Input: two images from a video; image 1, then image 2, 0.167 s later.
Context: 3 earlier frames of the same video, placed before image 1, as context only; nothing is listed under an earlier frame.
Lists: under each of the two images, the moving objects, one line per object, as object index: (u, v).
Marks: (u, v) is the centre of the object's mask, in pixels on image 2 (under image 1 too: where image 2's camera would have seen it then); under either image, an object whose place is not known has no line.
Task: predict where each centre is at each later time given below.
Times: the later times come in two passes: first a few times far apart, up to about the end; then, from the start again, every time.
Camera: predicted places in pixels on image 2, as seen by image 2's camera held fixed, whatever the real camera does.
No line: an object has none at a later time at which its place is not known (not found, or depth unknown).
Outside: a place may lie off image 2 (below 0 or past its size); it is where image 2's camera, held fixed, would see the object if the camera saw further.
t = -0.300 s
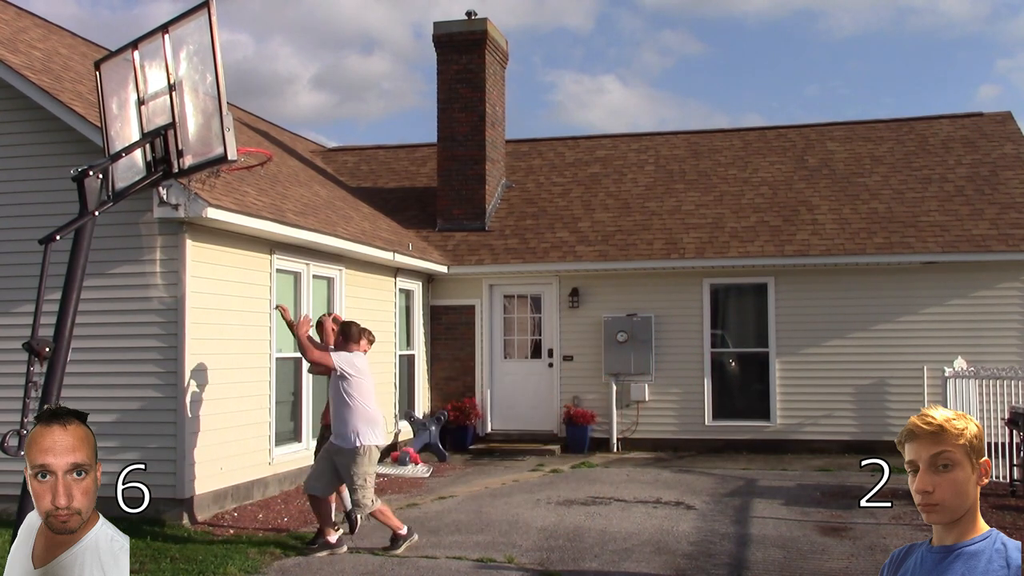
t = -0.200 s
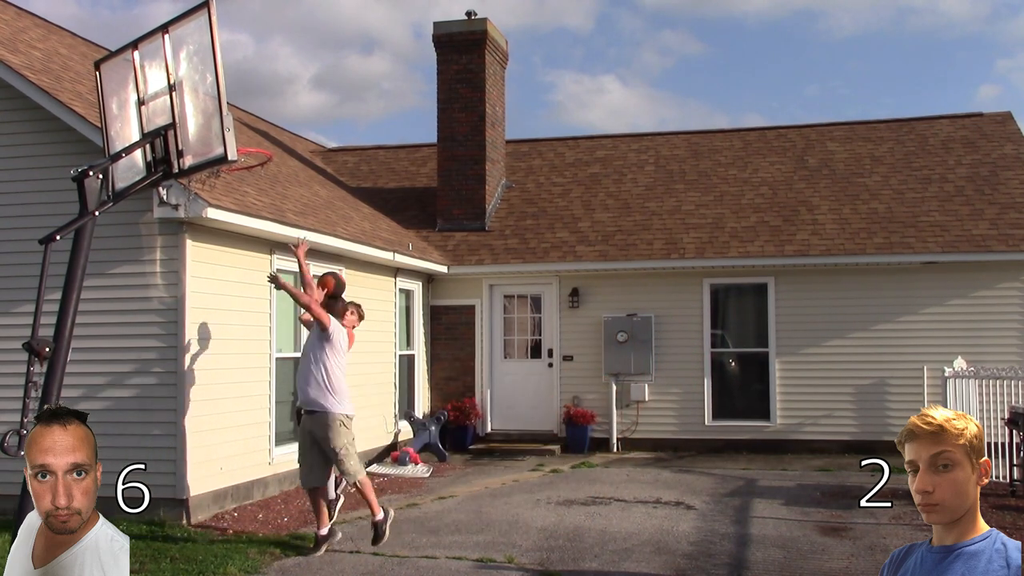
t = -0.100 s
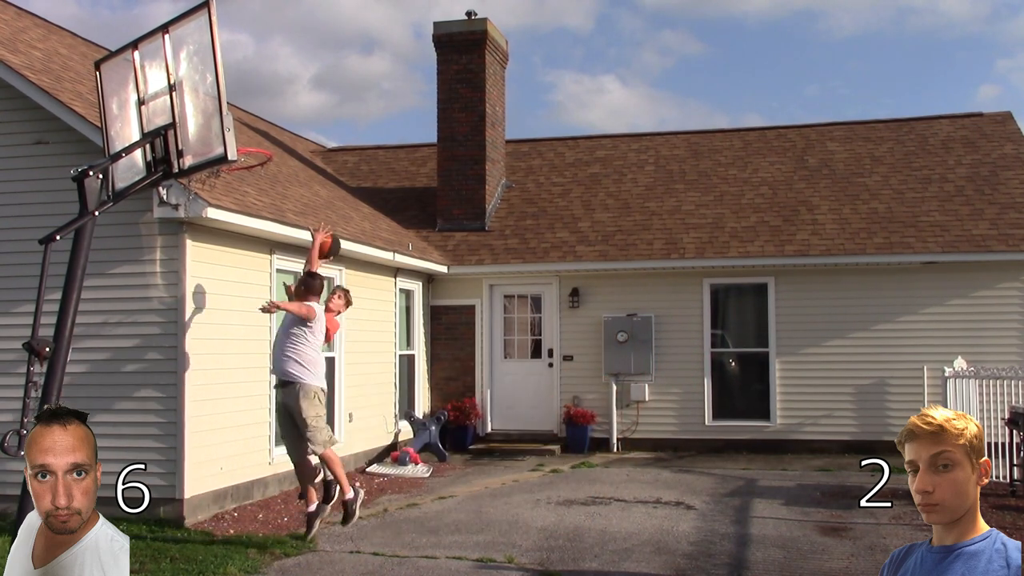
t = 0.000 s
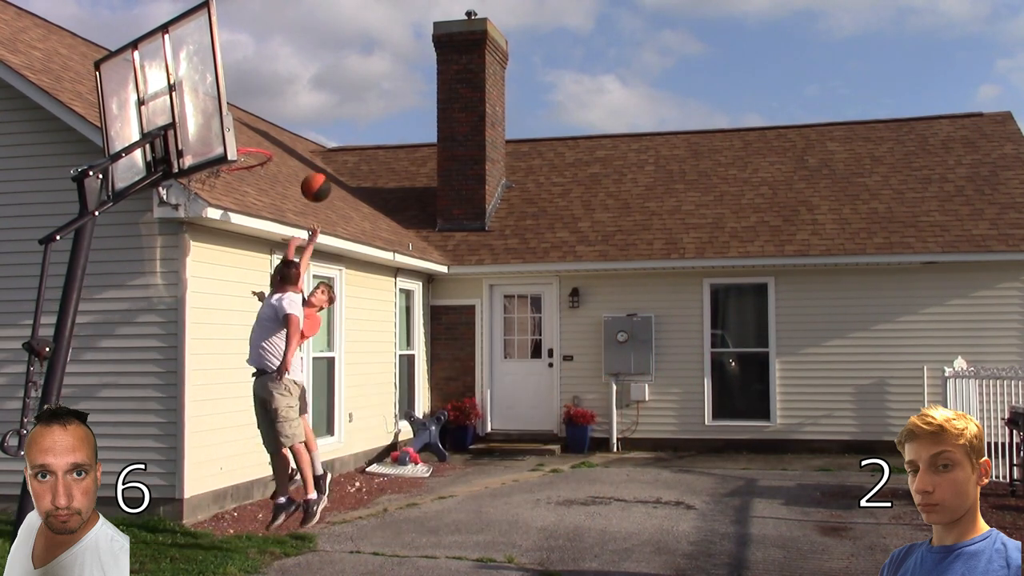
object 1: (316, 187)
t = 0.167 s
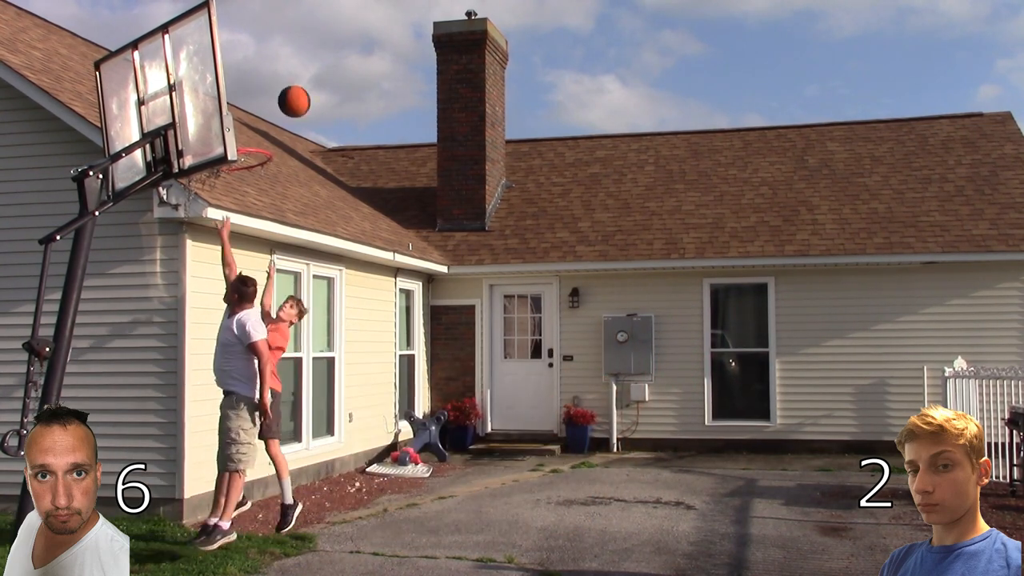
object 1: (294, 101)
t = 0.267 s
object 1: (279, 62)
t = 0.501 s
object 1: (239, 15)
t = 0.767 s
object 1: (210, 57)
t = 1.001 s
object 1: (312, 204)
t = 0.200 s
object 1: (289, 87)
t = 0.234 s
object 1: (284, 74)
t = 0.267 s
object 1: (279, 62)
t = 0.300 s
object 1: (274, 51)
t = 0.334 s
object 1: (269, 41)
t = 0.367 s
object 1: (263, 33)
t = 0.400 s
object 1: (257, 26)
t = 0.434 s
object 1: (251, 20)
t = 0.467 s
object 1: (245, 17)
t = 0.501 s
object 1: (239, 15)
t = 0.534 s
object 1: (233, 15)
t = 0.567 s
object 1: (230, 16)
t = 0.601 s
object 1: (226, 18)
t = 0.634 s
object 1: (209, 25)
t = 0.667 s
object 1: (198, 34)
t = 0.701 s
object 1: (194, 37)
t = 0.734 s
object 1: (192, 47)
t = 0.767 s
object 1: (210, 57)
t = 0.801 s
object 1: (232, 76)
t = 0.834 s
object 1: (241, 93)
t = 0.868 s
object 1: (254, 111)
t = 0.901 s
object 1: (268, 132)
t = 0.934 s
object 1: (283, 154)
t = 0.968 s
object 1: (297, 178)
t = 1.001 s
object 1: (312, 204)
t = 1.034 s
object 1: (326, 231)
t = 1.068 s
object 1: (340, 261)
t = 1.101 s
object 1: (353, 293)
